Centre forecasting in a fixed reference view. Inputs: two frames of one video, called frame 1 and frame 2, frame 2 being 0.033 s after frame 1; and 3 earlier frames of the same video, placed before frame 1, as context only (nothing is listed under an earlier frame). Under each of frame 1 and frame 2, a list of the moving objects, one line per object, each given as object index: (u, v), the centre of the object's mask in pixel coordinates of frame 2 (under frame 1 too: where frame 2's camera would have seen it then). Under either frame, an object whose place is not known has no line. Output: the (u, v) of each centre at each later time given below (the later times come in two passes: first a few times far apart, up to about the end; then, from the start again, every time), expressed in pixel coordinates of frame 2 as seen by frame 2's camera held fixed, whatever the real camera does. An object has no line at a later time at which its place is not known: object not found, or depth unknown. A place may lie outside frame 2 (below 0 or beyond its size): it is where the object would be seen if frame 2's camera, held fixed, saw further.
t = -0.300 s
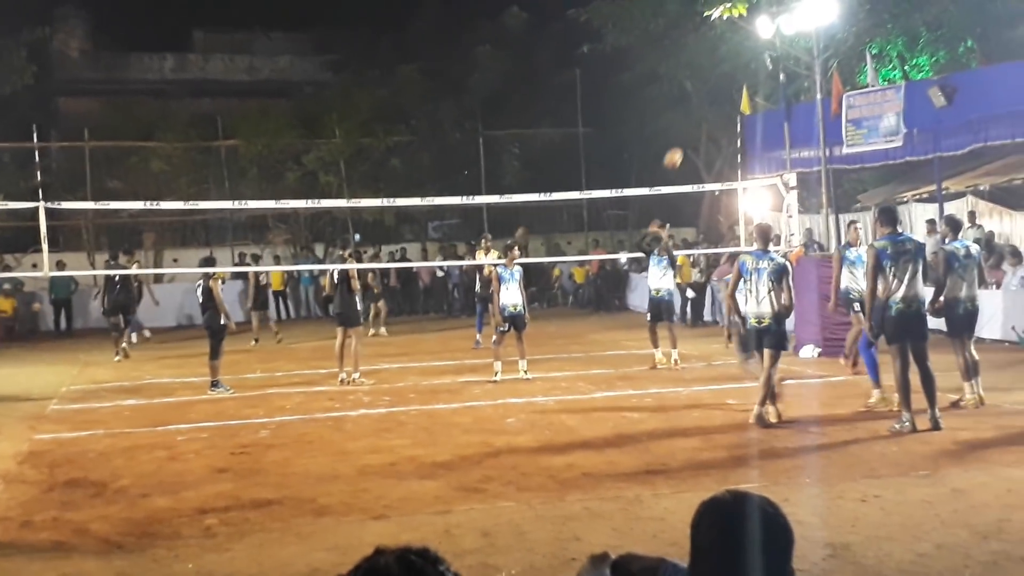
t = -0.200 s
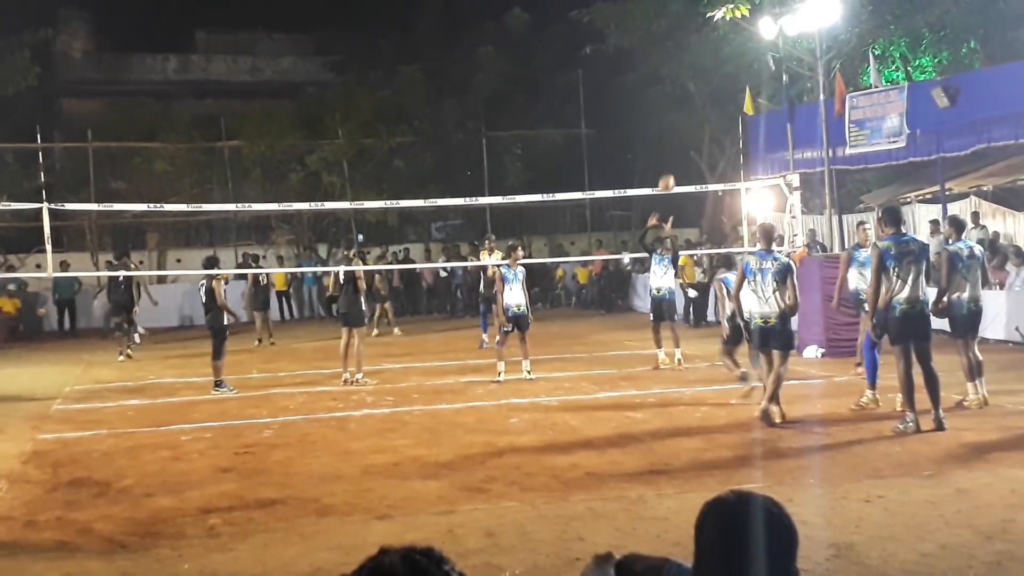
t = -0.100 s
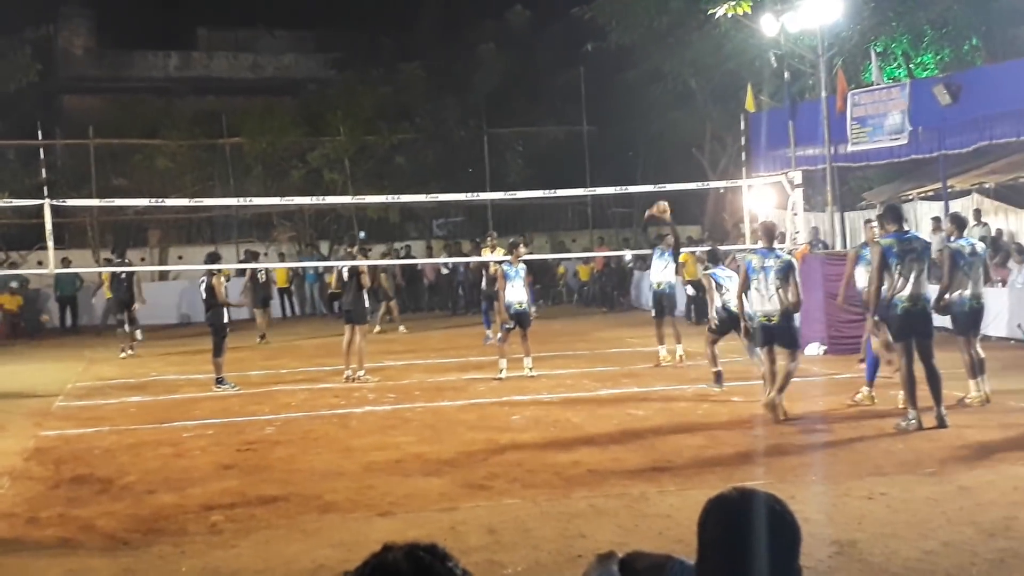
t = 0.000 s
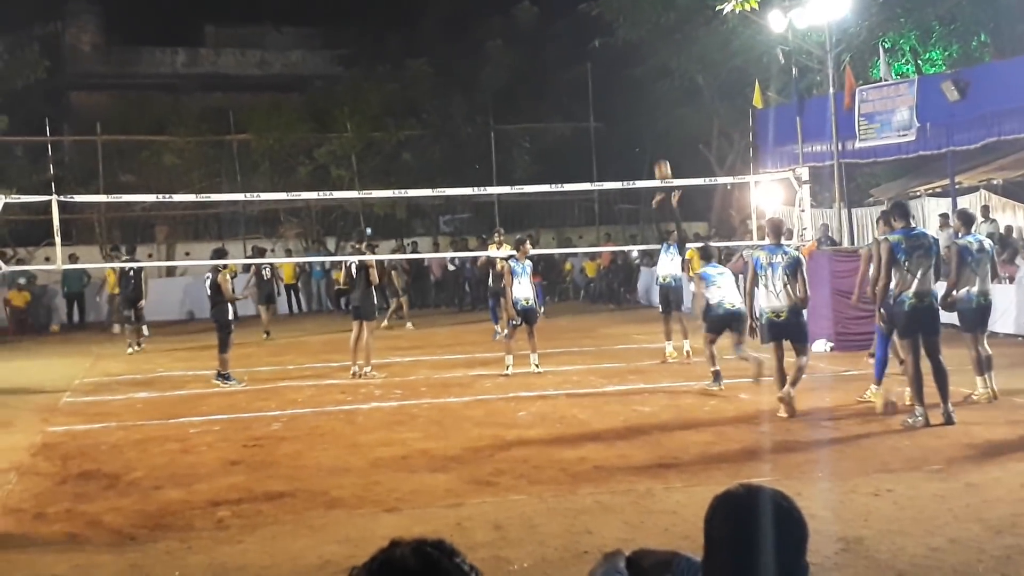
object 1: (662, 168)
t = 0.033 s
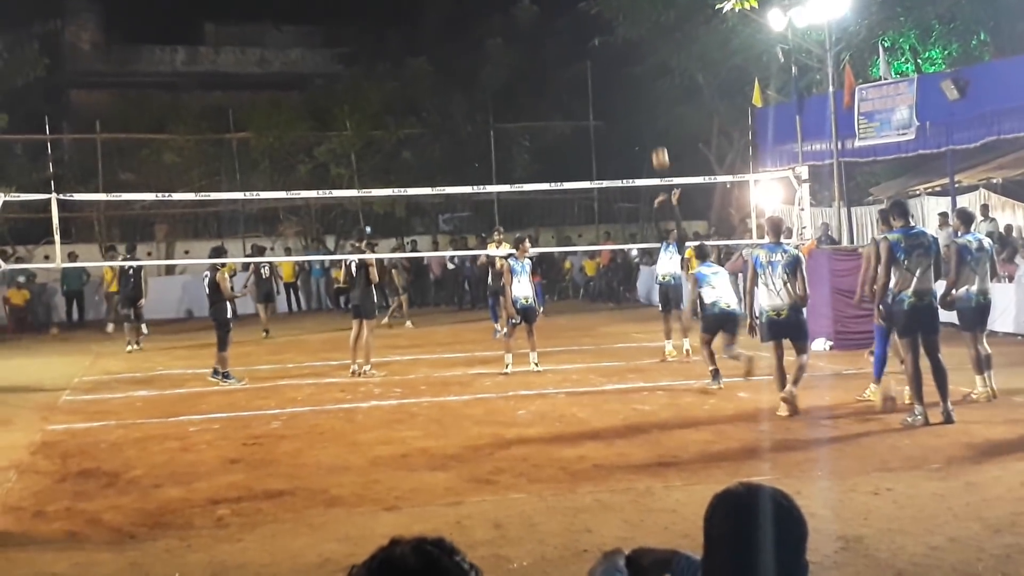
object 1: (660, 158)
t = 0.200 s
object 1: (651, 109)
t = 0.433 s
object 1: (640, 78)
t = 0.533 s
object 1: (636, 76)
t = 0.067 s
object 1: (658, 147)
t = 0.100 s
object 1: (657, 136)
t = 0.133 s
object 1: (655, 126)
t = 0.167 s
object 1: (653, 117)
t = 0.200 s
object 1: (651, 109)
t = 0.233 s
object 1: (650, 102)
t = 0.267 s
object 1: (648, 96)
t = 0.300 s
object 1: (646, 91)
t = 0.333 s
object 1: (645, 86)
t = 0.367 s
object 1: (643, 83)
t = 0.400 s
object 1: (642, 80)
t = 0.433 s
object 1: (640, 78)
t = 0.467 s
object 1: (639, 76)
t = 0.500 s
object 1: (637, 76)
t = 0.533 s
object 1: (636, 76)
